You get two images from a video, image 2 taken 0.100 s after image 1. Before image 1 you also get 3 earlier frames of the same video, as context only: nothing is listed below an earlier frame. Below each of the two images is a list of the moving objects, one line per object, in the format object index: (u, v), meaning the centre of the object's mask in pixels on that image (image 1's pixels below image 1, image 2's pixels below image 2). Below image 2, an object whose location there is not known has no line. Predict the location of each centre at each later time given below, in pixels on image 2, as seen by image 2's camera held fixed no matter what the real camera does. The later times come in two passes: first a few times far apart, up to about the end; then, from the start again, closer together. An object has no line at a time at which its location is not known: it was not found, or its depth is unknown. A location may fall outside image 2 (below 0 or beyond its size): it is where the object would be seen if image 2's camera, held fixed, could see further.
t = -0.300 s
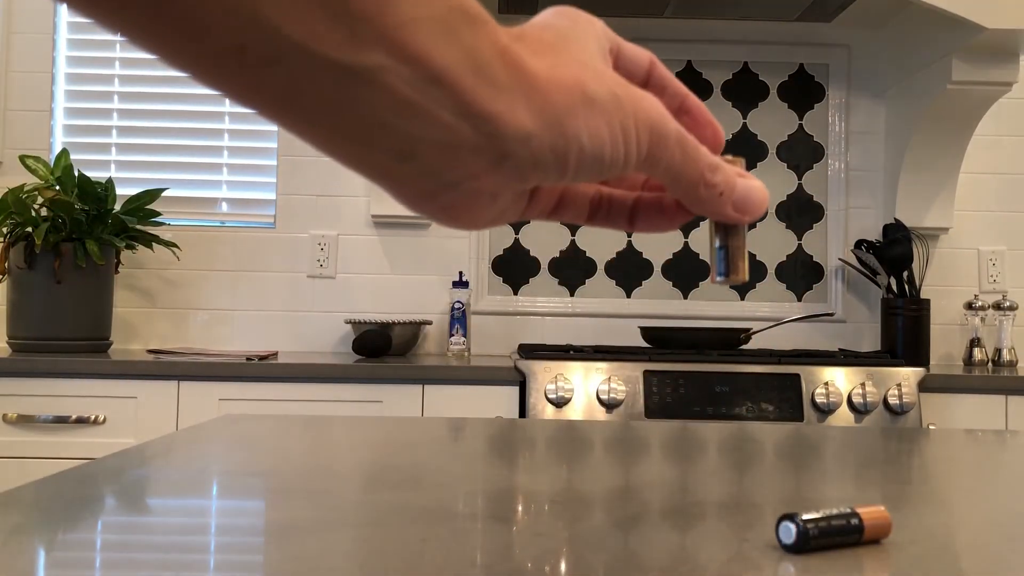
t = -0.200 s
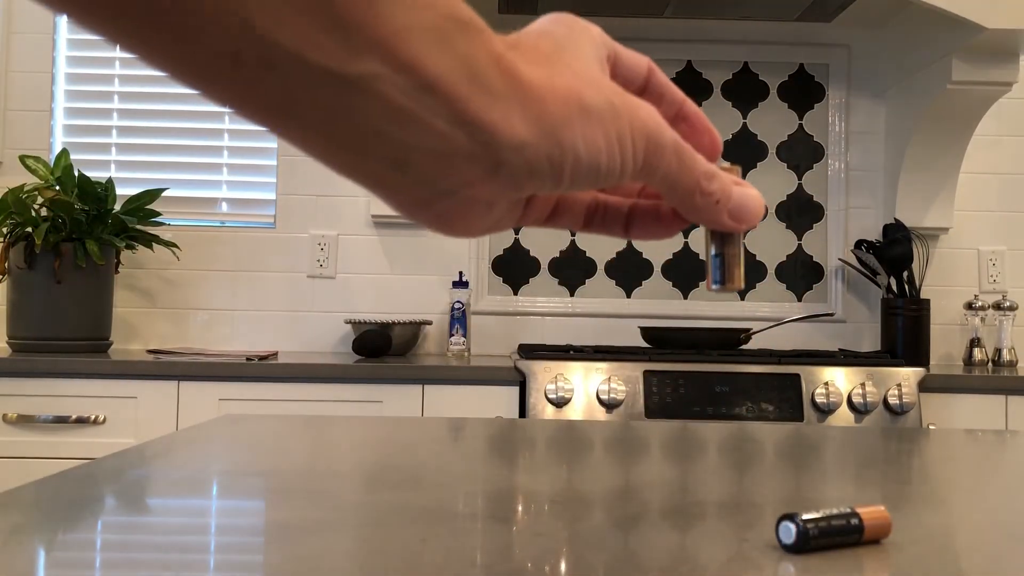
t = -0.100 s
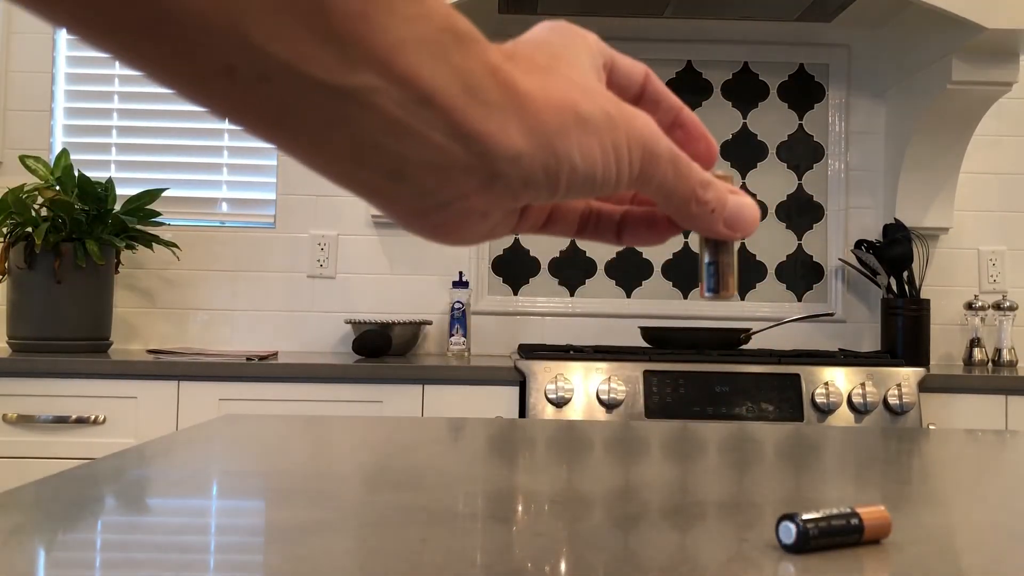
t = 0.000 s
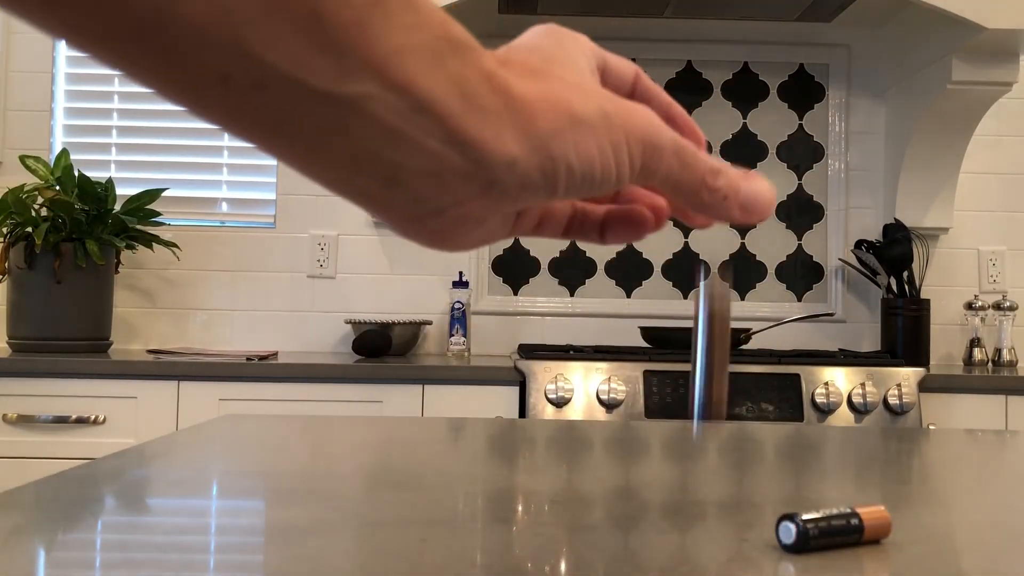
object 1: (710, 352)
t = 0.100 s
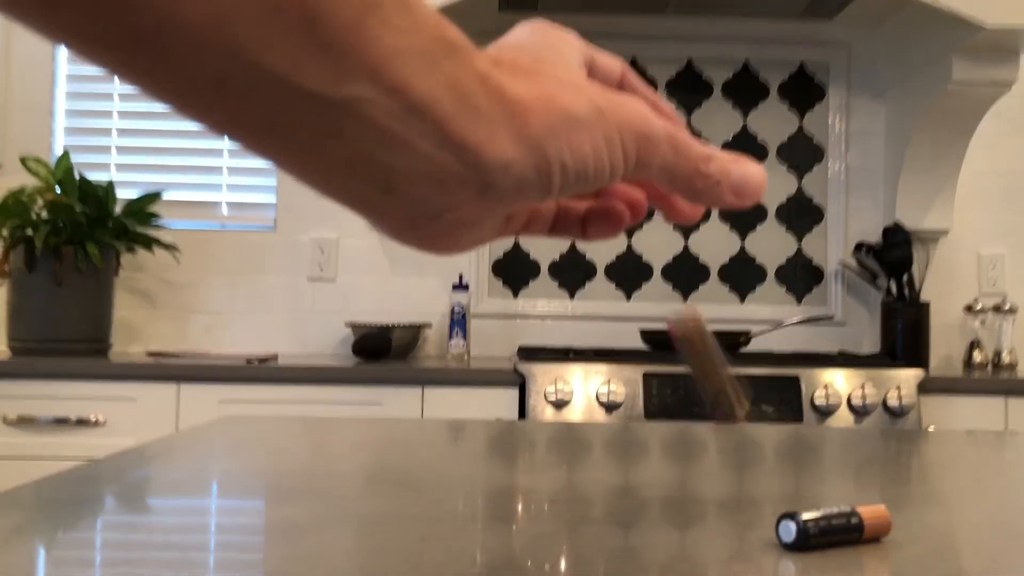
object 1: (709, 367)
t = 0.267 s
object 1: (703, 477)
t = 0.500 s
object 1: (702, 504)
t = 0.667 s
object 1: (684, 499)
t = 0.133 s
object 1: (707, 346)
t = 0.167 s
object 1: (702, 345)
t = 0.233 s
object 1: (705, 435)
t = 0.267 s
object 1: (703, 477)
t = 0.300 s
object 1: (707, 483)
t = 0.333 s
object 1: (707, 486)
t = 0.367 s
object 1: (707, 497)
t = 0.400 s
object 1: (707, 502)
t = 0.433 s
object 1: (706, 503)
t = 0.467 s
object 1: (705, 504)
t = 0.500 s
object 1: (702, 504)
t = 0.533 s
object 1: (699, 503)
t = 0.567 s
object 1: (695, 502)
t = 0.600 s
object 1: (691, 501)
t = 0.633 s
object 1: (688, 500)
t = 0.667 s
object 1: (684, 499)
